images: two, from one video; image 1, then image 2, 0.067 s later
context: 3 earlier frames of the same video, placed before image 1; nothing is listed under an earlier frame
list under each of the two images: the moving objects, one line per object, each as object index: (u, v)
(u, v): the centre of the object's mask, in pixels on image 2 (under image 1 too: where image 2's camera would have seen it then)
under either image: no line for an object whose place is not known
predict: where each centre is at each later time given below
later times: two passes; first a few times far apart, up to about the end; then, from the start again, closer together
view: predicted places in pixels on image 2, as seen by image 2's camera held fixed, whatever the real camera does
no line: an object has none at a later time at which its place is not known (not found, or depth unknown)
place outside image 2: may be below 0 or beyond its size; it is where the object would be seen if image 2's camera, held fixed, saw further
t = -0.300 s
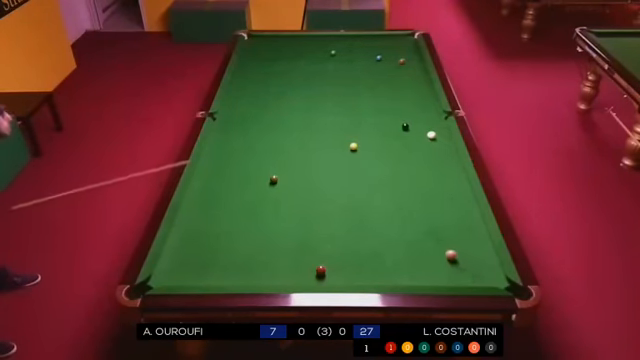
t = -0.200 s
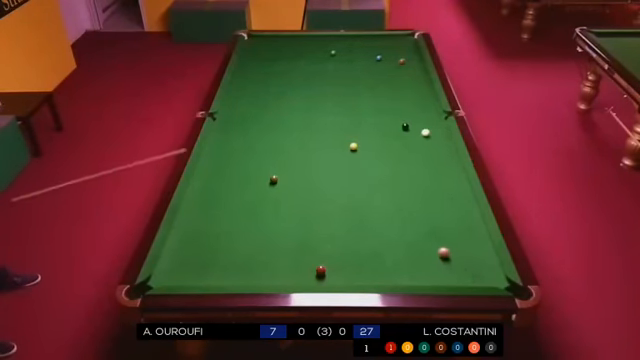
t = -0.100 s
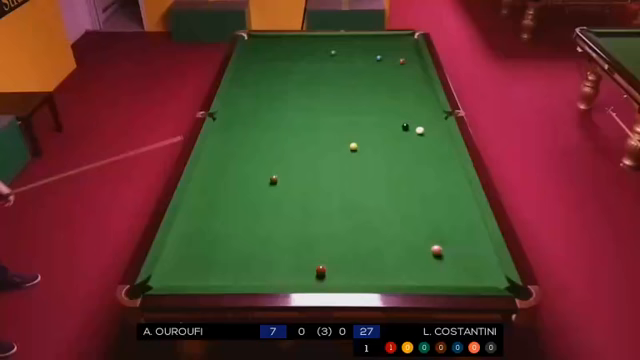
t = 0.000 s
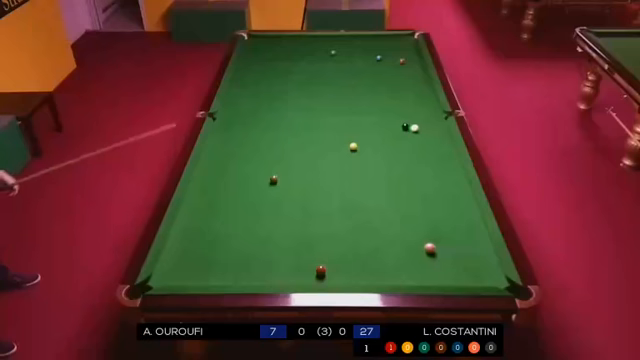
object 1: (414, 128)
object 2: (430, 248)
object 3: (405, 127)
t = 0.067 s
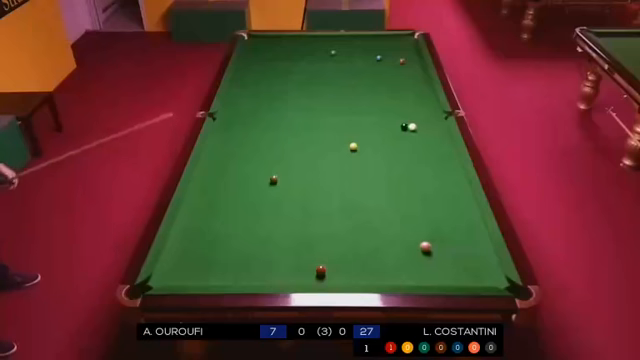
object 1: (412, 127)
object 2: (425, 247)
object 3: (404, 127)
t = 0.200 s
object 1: (411, 125)
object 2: (417, 245)
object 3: (399, 125)
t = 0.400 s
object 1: (409, 123)
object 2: (405, 241)
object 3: (393, 124)
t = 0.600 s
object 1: (409, 122)
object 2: (395, 238)
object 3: (387, 123)
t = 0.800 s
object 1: (408, 120)
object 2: (385, 235)
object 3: (381, 122)
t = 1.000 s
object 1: (407, 119)
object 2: (376, 232)
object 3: (376, 121)
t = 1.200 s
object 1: (406, 118)
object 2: (369, 230)
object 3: (372, 120)
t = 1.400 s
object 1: (406, 117)
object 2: (361, 228)
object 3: (368, 119)
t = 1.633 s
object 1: (405, 117)
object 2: (354, 227)
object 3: (364, 118)
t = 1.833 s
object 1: (405, 117)
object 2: (349, 225)
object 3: (361, 118)
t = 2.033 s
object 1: (405, 116)
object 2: (344, 224)
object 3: (359, 118)
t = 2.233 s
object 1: (405, 116)
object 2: (340, 224)
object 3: (357, 117)
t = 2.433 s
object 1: (405, 116)
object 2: (337, 223)
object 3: (356, 117)
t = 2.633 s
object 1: (405, 116)
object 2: (334, 223)
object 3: (355, 117)
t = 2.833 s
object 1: (405, 116)
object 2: (332, 223)
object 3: (354, 117)
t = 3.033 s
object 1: (405, 116)
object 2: (332, 222)
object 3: (354, 117)
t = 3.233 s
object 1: (405, 116)
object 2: (331, 222)
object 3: (354, 117)
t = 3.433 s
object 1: (405, 116)
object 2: (331, 223)
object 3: (354, 117)
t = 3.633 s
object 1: (405, 116)
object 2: (331, 223)
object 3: (354, 117)
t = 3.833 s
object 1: (405, 116)
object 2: (331, 223)
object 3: (354, 117)
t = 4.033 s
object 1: (405, 116)
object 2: (331, 223)
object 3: (354, 117)
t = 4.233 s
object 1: (405, 116)
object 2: (331, 223)
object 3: (354, 117)
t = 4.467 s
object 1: (405, 116)
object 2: (331, 223)
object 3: (354, 117)
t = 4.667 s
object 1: (405, 116)
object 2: (331, 223)
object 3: (354, 117)
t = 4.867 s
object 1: (405, 116)
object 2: (331, 223)
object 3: (354, 117)
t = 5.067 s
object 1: (405, 116)
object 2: (331, 223)
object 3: (354, 117)
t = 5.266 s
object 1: (405, 116)
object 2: (331, 223)
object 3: (354, 117)
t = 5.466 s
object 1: (405, 116)
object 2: (331, 223)
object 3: (354, 117)
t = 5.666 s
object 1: (405, 116)
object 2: (331, 223)
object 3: (354, 117)
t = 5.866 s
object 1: (405, 116)
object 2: (331, 223)
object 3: (354, 117)
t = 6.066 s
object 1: (405, 116)
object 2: (331, 223)
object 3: (354, 117)
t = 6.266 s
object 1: (405, 116)
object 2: (331, 223)
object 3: (354, 117)
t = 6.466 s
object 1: (405, 116)
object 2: (331, 223)
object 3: (354, 117)
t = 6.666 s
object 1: (405, 116)
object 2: (331, 223)
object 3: (354, 117)
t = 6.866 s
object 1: (405, 116)
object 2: (331, 223)
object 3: (354, 117)
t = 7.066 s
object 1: (405, 116)
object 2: (331, 223)
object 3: (354, 117)
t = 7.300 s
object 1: (405, 116)
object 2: (331, 223)
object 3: (354, 117)
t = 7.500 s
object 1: (405, 116)
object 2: (331, 223)
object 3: (354, 117)
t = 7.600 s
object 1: (405, 116)
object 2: (331, 223)
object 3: (354, 117)
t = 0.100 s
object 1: (412, 127)
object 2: (423, 246)
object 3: (403, 126)
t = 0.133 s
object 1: (412, 126)
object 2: (421, 246)
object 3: (401, 126)
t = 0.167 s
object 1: (411, 126)
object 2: (419, 245)
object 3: (400, 126)
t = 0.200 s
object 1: (411, 125)
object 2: (417, 245)
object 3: (399, 125)
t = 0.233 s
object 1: (410, 125)
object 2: (415, 244)
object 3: (398, 125)
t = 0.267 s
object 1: (410, 125)
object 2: (413, 243)
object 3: (397, 125)
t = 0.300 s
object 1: (410, 124)
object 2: (411, 243)
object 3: (396, 125)
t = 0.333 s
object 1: (410, 124)
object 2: (409, 242)
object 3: (395, 124)
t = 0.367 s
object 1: (410, 124)
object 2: (407, 242)
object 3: (394, 124)
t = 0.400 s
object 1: (409, 123)
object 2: (405, 241)
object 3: (393, 124)
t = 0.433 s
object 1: (409, 123)
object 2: (404, 240)
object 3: (392, 124)
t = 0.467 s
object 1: (409, 123)
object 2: (402, 240)
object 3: (391, 124)
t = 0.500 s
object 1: (409, 122)
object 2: (400, 239)
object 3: (389, 123)
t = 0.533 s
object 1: (409, 122)
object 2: (398, 239)
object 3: (389, 123)
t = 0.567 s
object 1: (409, 122)
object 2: (396, 238)
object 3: (388, 123)
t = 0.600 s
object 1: (409, 122)
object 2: (395, 238)
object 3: (387, 123)
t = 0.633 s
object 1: (408, 121)
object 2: (393, 237)
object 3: (386, 123)
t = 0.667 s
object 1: (408, 121)
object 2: (391, 237)
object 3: (385, 122)
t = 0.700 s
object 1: (408, 121)
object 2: (390, 236)
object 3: (384, 122)
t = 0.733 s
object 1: (408, 120)
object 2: (388, 236)
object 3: (383, 122)
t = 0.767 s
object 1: (408, 120)
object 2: (387, 235)
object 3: (382, 122)
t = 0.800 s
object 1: (408, 120)
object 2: (385, 235)
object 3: (381, 122)
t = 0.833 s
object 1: (408, 120)
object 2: (384, 234)
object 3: (380, 121)
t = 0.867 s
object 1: (407, 119)
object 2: (382, 234)
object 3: (379, 121)
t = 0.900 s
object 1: (407, 119)
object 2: (381, 234)
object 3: (379, 121)
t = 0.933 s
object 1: (407, 119)
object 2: (379, 233)
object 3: (378, 121)
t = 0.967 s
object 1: (407, 119)
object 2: (378, 233)
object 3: (377, 121)
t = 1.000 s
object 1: (407, 119)
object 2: (376, 232)
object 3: (376, 121)
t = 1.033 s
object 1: (407, 119)
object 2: (375, 232)
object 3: (375, 120)
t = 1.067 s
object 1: (407, 118)
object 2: (374, 232)
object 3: (375, 120)
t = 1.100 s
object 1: (406, 118)
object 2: (372, 231)
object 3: (374, 120)
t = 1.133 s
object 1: (406, 118)
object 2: (371, 231)
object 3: (373, 120)
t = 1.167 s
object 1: (406, 118)
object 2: (370, 230)
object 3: (373, 120)
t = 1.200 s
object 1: (406, 118)
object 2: (369, 230)
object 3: (372, 120)
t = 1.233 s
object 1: (406, 117)
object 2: (367, 230)
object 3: (371, 120)
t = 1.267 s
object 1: (406, 117)
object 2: (366, 229)
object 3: (370, 120)
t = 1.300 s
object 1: (406, 117)
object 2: (365, 229)
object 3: (370, 119)
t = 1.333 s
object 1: (406, 117)
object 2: (364, 229)
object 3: (369, 119)
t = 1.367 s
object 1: (406, 117)
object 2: (363, 229)
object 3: (369, 119)
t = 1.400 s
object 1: (406, 117)
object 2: (361, 228)
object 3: (368, 119)
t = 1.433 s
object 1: (406, 117)
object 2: (360, 228)
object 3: (367, 119)
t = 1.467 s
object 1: (406, 117)
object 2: (359, 228)
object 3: (367, 119)
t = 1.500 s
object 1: (406, 117)
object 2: (358, 228)
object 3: (366, 119)
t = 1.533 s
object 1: (405, 117)
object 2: (357, 227)
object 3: (366, 119)
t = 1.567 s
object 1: (405, 117)
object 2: (356, 227)
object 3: (365, 119)
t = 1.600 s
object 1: (405, 117)
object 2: (355, 227)
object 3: (365, 118)
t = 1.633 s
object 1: (405, 117)
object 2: (354, 227)
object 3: (364, 118)
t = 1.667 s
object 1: (405, 117)
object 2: (353, 226)
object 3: (364, 118)
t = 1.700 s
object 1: (405, 117)
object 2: (352, 226)
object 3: (363, 118)
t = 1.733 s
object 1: (405, 117)
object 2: (351, 226)
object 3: (363, 118)
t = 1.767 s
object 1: (405, 117)
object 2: (350, 226)
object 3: (362, 118)
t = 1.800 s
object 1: (405, 117)
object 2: (350, 225)
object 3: (362, 118)
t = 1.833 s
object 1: (405, 117)
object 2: (349, 225)
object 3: (361, 118)
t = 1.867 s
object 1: (405, 116)
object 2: (348, 225)
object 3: (361, 118)
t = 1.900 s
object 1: (405, 116)
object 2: (347, 225)
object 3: (360, 118)
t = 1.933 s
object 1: (405, 116)
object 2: (346, 225)
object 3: (360, 118)
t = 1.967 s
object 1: (405, 116)
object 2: (346, 225)
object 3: (360, 118)
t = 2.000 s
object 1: (405, 116)
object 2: (345, 224)
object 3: (359, 118)
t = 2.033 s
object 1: (405, 116)
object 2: (344, 224)
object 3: (359, 118)
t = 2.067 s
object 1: (405, 116)
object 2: (343, 224)
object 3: (359, 117)
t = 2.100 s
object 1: (405, 116)
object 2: (343, 224)
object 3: (358, 117)
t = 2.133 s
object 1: (405, 116)
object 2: (342, 224)
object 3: (358, 117)
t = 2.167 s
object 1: (405, 116)
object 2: (341, 224)
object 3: (358, 117)
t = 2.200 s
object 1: (405, 116)
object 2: (341, 224)
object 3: (357, 117)
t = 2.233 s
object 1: (405, 116)
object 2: (340, 224)
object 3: (357, 117)
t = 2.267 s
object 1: (405, 116)
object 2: (340, 224)
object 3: (357, 117)
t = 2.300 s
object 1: (405, 116)
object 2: (339, 224)
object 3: (357, 117)
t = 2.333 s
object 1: (405, 116)
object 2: (338, 223)
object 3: (356, 117)
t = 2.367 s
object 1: (405, 116)
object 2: (338, 223)
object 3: (356, 117)
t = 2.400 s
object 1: (405, 116)
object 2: (337, 223)
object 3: (356, 117)
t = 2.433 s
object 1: (405, 116)
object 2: (337, 223)
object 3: (356, 117)
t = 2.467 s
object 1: (405, 116)
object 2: (336, 223)
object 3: (355, 117)
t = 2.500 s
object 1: (405, 116)
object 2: (336, 223)
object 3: (355, 117)
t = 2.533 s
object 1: (405, 116)
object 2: (335, 223)
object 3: (355, 117)
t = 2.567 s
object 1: (405, 116)
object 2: (335, 223)
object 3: (355, 117)
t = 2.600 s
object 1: (405, 116)
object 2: (334, 223)
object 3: (355, 117)
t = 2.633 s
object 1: (405, 116)
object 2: (334, 223)
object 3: (355, 117)
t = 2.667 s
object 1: (405, 116)
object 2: (334, 223)
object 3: (354, 117)
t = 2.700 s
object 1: (405, 116)
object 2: (334, 223)
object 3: (354, 117)
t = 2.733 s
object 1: (405, 116)
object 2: (333, 223)
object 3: (354, 117)
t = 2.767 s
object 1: (405, 116)
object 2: (333, 223)
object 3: (354, 117)
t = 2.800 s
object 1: (405, 116)
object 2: (333, 223)
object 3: (354, 117)
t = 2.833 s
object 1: (405, 116)
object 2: (332, 223)
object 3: (354, 117)
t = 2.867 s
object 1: (405, 116)
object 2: (332, 223)
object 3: (354, 117)
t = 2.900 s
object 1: (405, 116)
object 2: (332, 223)
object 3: (354, 117)
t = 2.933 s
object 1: (405, 116)
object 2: (332, 223)
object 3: (354, 117)
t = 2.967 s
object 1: (405, 116)
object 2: (332, 223)
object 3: (354, 117)
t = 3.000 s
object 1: (405, 116)
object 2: (332, 222)
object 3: (354, 117)
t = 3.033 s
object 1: (405, 116)
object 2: (332, 222)
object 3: (354, 117)
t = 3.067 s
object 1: (405, 116)
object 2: (331, 223)
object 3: (354, 117)
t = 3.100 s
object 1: (405, 116)
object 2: (331, 223)
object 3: (354, 117)
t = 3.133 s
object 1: (405, 116)
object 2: (331, 223)
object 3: (354, 117)
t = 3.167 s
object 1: (405, 116)
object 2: (331, 222)
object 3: (354, 117)
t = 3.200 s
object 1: (405, 116)
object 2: (331, 222)
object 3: (354, 117)
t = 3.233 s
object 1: (405, 116)
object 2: (331, 222)
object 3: (354, 117)
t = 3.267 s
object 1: (405, 116)
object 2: (331, 222)
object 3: (354, 117)
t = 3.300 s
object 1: (405, 116)
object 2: (331, 223)
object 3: (354, 117)
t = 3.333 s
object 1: (405, 116)
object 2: (331, 223)
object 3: (354, 117)
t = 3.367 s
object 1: (405, 116)
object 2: (331, 223)
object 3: (354, 117)
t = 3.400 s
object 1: (405, 116)
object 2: (331, 223)
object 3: (354, 117)
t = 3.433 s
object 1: (405, 116)
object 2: (331, 223)
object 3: (354, 117)
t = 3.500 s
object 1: (405, 116)
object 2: (331, 223)
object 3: (354, 117)
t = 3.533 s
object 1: (405, 116)
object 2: (331, 223)
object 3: (354, 117)
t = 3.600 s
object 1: (405, 116)
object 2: (331, 223)
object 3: (354, 117)
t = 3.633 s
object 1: (405, 116)
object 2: (331, 223)
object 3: (354, 117)
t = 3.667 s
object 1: (405, 116)
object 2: (331, 223)
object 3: (354, 117)
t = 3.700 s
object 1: (405, 116)
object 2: (331, 223)
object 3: (354, 117)
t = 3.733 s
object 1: (405, 116)
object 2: (331, 223)
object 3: (354, 117)
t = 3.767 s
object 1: (405, 116)
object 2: (331, 223)
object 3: (354, 117)
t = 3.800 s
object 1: (405, 116)
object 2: (331, 223)
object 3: (354, 117)
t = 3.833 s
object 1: (405, 116)
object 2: (331, 223)
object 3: (354, 117)
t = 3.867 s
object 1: (405, 116)
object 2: (331, 223)
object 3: (354, 117)
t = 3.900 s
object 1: (405, 116)
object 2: (331, 223)
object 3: (354, 117)
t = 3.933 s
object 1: (405, 116)
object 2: (331, 223)
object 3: (354, 117)
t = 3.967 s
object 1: (405, 116)
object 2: (331, 223)
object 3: (354, 117)
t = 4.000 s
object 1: (405, 116)
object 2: (331, 223)
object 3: (354, 117)
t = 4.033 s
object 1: (405, 116)
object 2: (331, 223)
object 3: (354, 117)
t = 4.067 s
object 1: (405, 116)
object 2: (331, 223)
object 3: (354, 117)
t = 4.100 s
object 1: (405, 116)
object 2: (331, 223)
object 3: (354, 117)
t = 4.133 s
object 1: (405, 116)
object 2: (331, 223)
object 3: (354, 117)
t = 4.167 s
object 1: (405, 116)
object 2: (331, 223)
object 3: (354, 117)
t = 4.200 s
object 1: (405, 116)
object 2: (331, 223)
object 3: (354, 117)
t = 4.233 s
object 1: (405, 116)
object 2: (331, 223)
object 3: (354, 117)
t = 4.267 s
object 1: (405, 116)
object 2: (331, 223)
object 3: (354, 117)
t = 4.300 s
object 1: (405, 116)
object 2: (331, 223)
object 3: (354, 117)
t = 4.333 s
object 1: (405, 116)
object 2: (331, 223)
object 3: (354, 117)
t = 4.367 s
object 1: (405, 116)
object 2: (331, 223)
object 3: (354, 117)
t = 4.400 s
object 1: (405, 116)
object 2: (331, 223)
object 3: (354, 117)
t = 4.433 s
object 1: (405, 116)
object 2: (331, 223)
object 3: (354, 117)
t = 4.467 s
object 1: (405, 116)
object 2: (331, 223)
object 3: (354, 117)
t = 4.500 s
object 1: (405, 116)
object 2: (331, 223)
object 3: (354, 117)
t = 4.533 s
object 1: (405, 116)
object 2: (331, 223)
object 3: (354, 117)
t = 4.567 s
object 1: (405, 116)
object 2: (331, 223)
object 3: (354, 117)
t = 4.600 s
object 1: (405, 116)
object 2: (331, 223)
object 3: (354, 117)
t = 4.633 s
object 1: (405, 116)
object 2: (331, 223)
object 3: (354, 117)
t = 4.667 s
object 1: (405, 116)
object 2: (331, 223)
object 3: (354, 117)
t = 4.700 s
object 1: (405, 116)
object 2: (331, 223)
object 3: (354, 117)
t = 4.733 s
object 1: (405, 116)
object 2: (331, 223)
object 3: (354, 117)
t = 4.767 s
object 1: (405, 116)
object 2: (331, 223)
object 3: (354, 117)
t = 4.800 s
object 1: (405, 116)
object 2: (331, 223)
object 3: (354, 117)
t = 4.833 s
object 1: (405, 116)
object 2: (331, 223)
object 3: (354, 117)
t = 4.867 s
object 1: (405, 116)
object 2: (331, 223)
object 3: (354, 117)
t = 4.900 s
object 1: (405, 116)
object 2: (331, 223)
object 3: (354, 117)
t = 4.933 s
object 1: (405, 116)
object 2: (331, 223)
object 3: (354, 117)
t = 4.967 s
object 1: (405, 116)
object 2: (331, 223)
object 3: (354, 117)
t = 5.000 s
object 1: (405, 116)
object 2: (331, 223)
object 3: (354, 117)
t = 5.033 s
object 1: (405, 116)
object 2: (331, 223)
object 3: (354, 117)
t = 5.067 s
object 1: (405, 116)
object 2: (331, 223)
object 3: (354, 117)
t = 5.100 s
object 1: (405, 116)
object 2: (331, 223)
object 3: (354, 117)
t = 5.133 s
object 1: (405, 116)
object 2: (331, 223)
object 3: (354, 117)
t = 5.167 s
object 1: (405, 116)
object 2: (331, 223)
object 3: (354, 117)
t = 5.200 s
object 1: (405, 116)
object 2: (331, 223)
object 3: (354, 117)
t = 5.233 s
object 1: (405, 116)
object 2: (331, 223)
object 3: (354, 117)
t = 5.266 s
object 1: (405, 116)
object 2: (331, 223)
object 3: (354, 117)
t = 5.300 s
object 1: (405, 116)
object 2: (331, 223)
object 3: (354, 117)
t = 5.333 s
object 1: (405, 116)
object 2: (331, 223)
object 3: (354, 117)
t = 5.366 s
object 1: (405, 116)
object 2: (331, 223)
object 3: (354, 117)
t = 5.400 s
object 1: (405, 116)
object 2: (331, 223)
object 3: (354, 117)
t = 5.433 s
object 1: (405, 116)
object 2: (331, 223)
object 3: (354, 117)
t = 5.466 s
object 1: (405, 116)
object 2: (331, 223)
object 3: (354, 117)
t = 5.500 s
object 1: (405, 116)
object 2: (331, 223)
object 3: (354, 117)
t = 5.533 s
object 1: (405, 116)
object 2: (331, 223)
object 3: (354, 117)
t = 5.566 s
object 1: (405, 116)
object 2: (331, 223)
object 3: (354, 117)
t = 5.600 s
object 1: (405, 116)
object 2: (331, 223)
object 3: (354, 117)
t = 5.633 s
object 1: (405, 116)
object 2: (331, 223)
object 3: (354, 117)
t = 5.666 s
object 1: (405, 116)
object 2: (331, 223)
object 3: (354, 117)
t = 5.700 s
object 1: (405, 116)
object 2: (331, 223)
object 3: (354, 117)
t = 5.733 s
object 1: (405, 116)
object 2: (331, 223)
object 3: (354, 117)
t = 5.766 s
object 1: (405, 116)
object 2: (331, 223)
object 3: (354, 117)
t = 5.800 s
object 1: (405, 116)
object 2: (331, 223)
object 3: (354, 117)
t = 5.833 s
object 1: (405, 116)
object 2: (331, 223)
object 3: (354, 117)
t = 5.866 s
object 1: (405, 116)
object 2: (331, 223)
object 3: (354, 117)
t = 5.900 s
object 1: (405, 116)
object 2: (331, 223)
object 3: (354, 117)
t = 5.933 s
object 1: (405, 116)
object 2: (331, 223)
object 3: (354, 117)
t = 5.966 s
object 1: (405, 116)
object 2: (331, 223)
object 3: (354, 117)
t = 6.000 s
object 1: (405, 116)
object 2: (331, 223)
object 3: (354, 117)
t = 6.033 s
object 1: (405, 116)
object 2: (331, 223)
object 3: (354, 117)
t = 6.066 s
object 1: (405, 116)
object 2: (331, 223)
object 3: (354, 117)
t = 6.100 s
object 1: (405, 116)
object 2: (331, 223)
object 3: (354, 117)
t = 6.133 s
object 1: (405, 116)
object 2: (331, 223)
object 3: (354, 117)
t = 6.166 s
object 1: (405, 116)
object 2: (331, 223)
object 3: (354, 117)
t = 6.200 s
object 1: (405, 116)
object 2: (331, 223)
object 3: (354, 117)
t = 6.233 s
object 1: (405, 116)
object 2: (331, 223)
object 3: (354, 117)
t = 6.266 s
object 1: (405, 116)
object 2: (331, 223)
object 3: (354, 117)
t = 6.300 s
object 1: (405, 116)
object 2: (331, 223)
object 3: (354, 117)
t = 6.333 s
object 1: (405, 116)
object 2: (331, 223)
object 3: (354, 117)
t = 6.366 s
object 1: (405, 116)
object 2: (331, 223)
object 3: (354, 117)
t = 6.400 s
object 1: (405, 116)
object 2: (331, 223)
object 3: (354, 117)
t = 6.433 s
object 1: (405, 116)
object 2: (331, 223)
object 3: (354, 117)
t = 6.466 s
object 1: (405, 116)
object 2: (331, 223)
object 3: (354, 117)
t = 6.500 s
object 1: (405, 116)
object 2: (331, 223)
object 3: (354, 117)
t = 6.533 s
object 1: (405, 116)
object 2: (331, 223)
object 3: (354, 117)
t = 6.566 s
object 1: (405, 116)
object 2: (331, 223)
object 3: (354, 117)
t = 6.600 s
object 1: (405, 116)
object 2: (331, 223)
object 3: (354, 117)
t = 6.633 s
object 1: (405, 116)
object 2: (331, 223)
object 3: (354, 117)
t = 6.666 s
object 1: (405, 116)
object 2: (331, 223)
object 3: (354, 117)
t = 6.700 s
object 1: (405, 116)
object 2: (331, 223)
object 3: (354, 117)
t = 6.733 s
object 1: (405, 116)
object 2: (331, 223)
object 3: (354, 117)
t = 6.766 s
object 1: (405, 116)
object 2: (331, 223)
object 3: (354, 117)
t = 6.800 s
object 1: (405, 116)
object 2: (331, 223)
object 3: (354, 117)
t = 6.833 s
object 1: (405, 116)
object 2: (331, 223)
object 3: (354, 117)
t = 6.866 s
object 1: (405, 116)
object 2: (331, 223)
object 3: (354, 117)
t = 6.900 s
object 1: (405, 116)
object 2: (331, 223)
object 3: (354, 117)
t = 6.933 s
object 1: (405, 116)
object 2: (331, 223)
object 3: (354, 117)
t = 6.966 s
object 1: (405, 116)
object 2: (331, 223)
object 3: (354, 117)
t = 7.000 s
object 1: (405, 116)
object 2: (331, 223)
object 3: (354, 117)
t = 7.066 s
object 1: (405, 116)
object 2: (331, 223)
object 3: (354, 117)
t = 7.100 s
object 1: (405, 116)
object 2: (331, 223)
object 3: (354, 117)
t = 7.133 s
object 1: (405, 116)
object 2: (331, 223)
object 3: (354, 117)
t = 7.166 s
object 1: (405, 116)
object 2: (331, 223)
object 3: (354, 117)
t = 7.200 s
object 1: (405, 116)
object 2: (331, 223)
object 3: (354, 117)
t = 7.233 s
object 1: (405, 116)
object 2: (331, 223)
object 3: (354, 117)
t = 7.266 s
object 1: (405, 116)
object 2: (331, 223)
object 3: (354, 117)
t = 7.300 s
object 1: (405, 116)
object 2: (331, 223)
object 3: (354, 117)
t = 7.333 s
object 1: (405, 116)
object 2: (331, 223)
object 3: (354, 117)
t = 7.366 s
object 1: (405, 116)
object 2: (331, 223)
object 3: (354, 117)
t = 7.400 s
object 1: (405, 116)
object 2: (331, 223)
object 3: (354, 117)
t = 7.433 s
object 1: (405, 116)
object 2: (331, 223)
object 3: (354, 117)
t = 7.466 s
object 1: (405, 116)
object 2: (331, 223)
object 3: (354, 117)
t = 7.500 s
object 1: (405, 116)
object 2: (331, 223)
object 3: (354, 117)
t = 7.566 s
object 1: (405, 116)
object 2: (331, 223)
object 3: (354, 117)
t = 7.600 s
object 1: (405, 116)
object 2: (331, 223)
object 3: (354, 117)
